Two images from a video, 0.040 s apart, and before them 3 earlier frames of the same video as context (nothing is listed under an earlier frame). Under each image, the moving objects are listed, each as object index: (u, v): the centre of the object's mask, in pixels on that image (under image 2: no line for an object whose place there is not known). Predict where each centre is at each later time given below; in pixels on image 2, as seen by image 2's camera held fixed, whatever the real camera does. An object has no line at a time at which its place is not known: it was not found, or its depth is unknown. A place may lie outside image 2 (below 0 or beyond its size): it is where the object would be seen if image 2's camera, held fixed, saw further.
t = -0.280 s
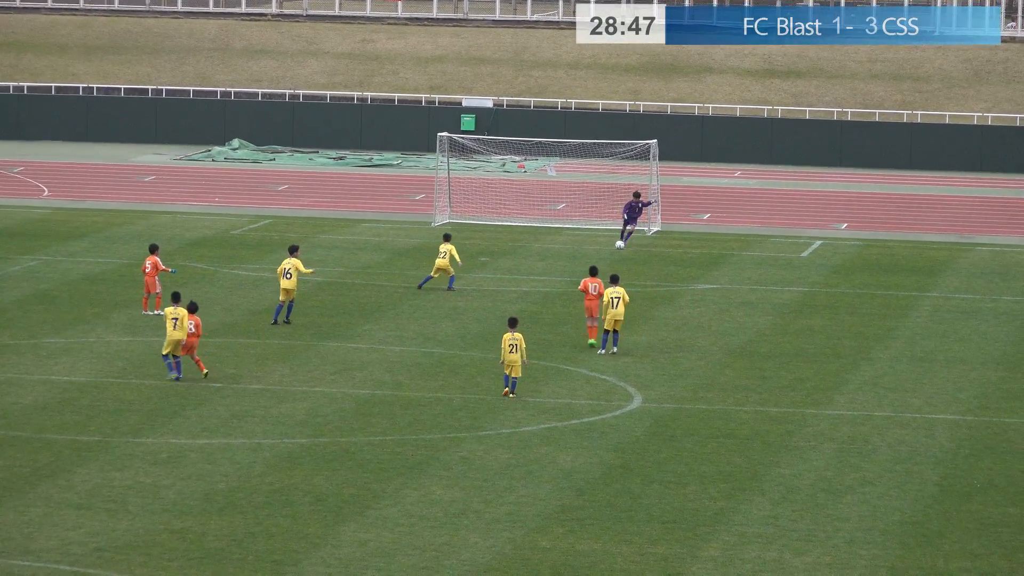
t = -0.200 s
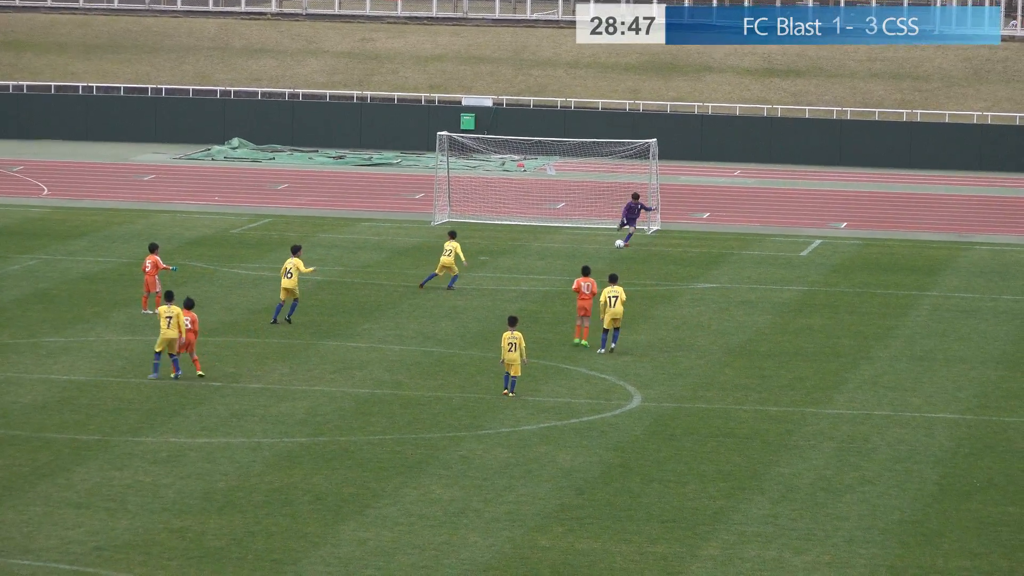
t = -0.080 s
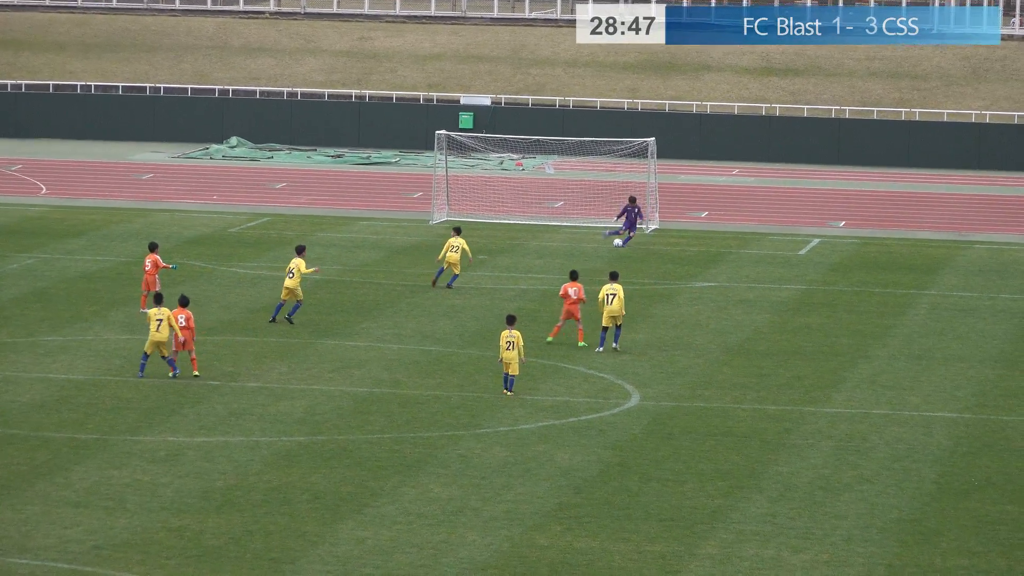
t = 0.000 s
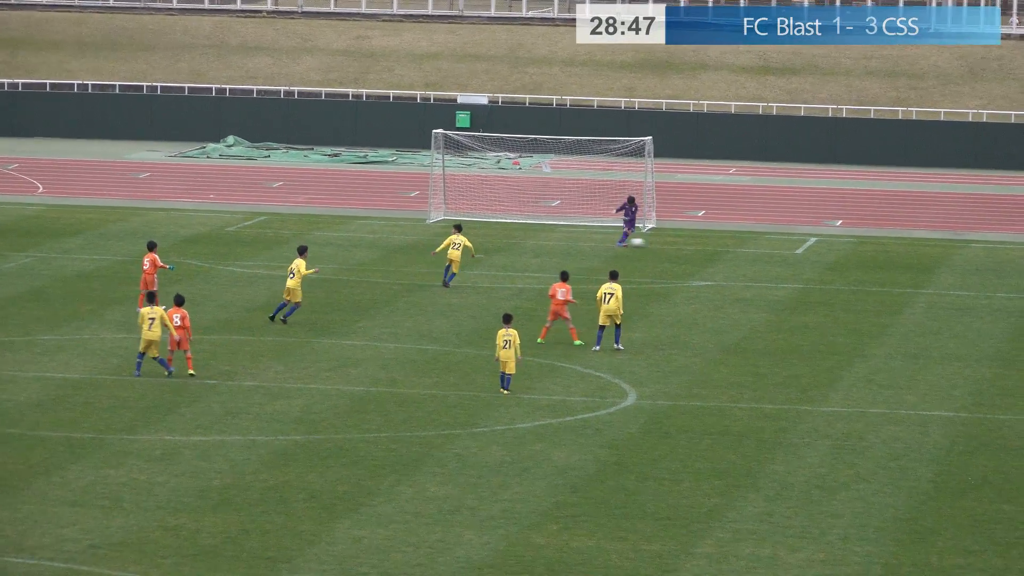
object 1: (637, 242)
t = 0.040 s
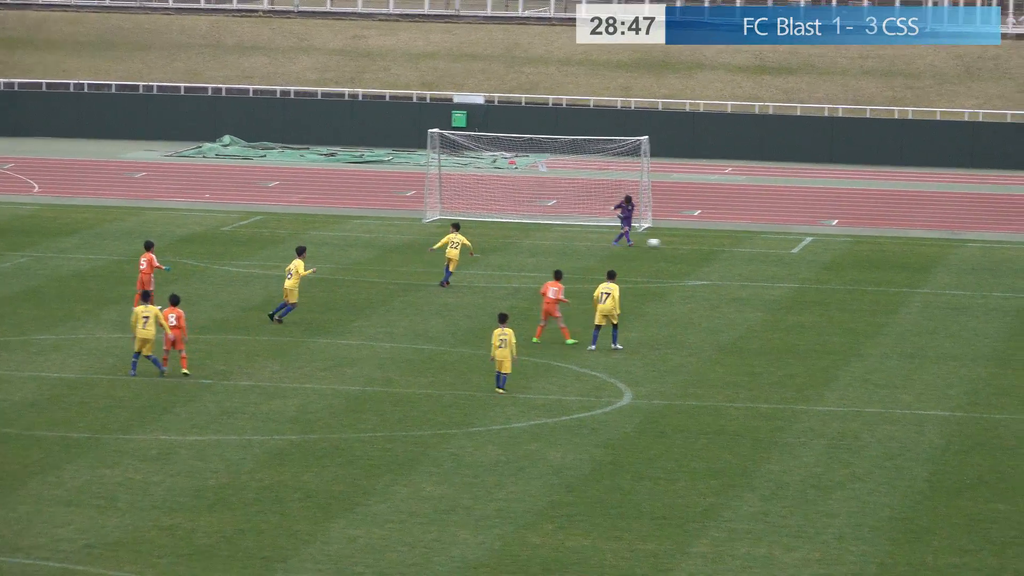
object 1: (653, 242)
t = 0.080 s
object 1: (671, 244)
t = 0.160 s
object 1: (704, 248)
